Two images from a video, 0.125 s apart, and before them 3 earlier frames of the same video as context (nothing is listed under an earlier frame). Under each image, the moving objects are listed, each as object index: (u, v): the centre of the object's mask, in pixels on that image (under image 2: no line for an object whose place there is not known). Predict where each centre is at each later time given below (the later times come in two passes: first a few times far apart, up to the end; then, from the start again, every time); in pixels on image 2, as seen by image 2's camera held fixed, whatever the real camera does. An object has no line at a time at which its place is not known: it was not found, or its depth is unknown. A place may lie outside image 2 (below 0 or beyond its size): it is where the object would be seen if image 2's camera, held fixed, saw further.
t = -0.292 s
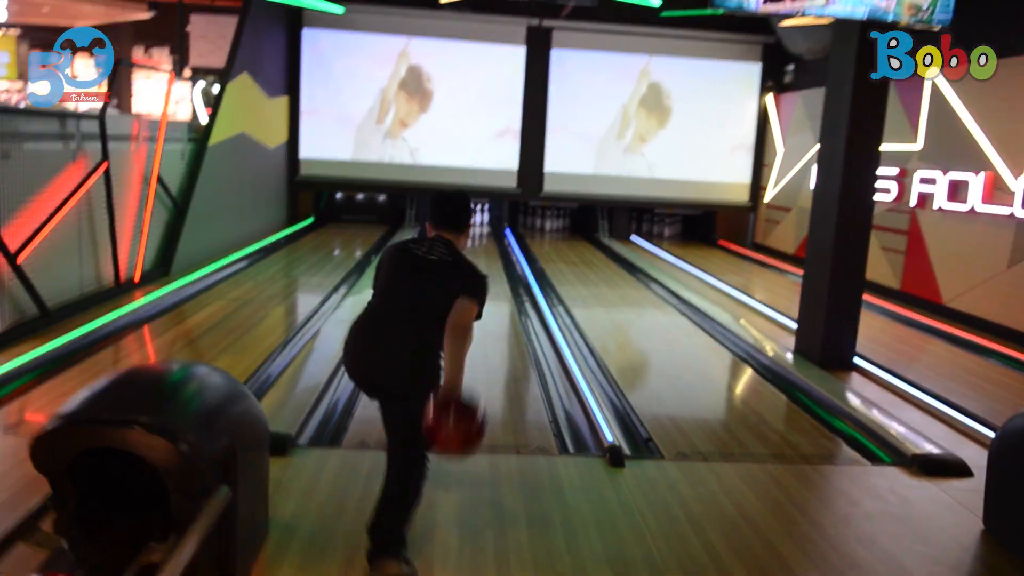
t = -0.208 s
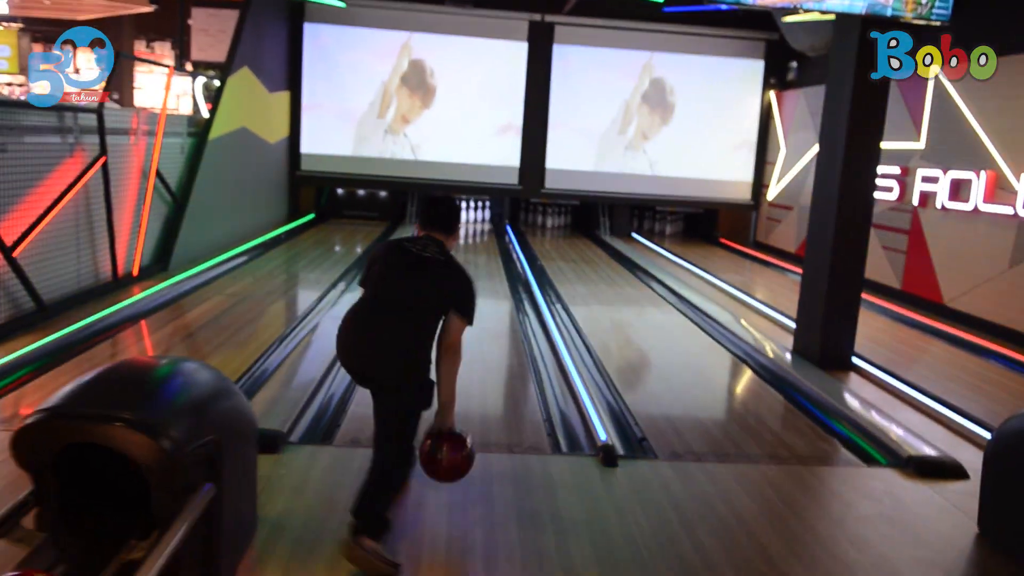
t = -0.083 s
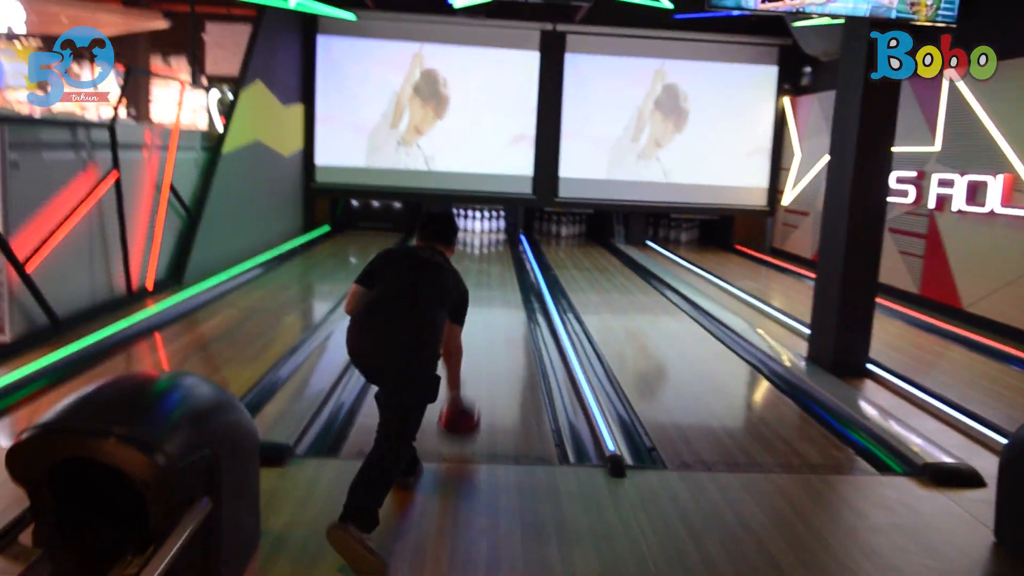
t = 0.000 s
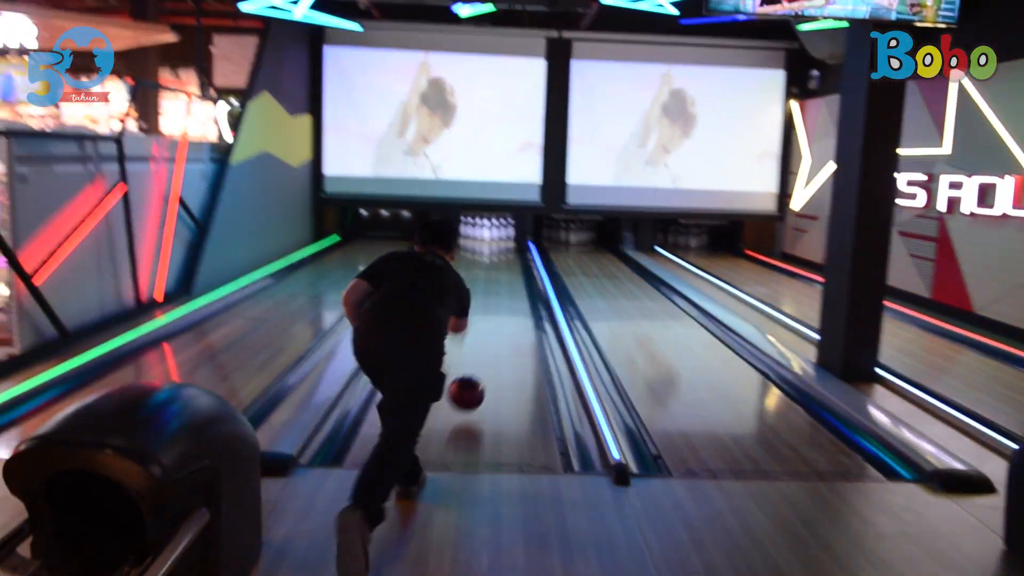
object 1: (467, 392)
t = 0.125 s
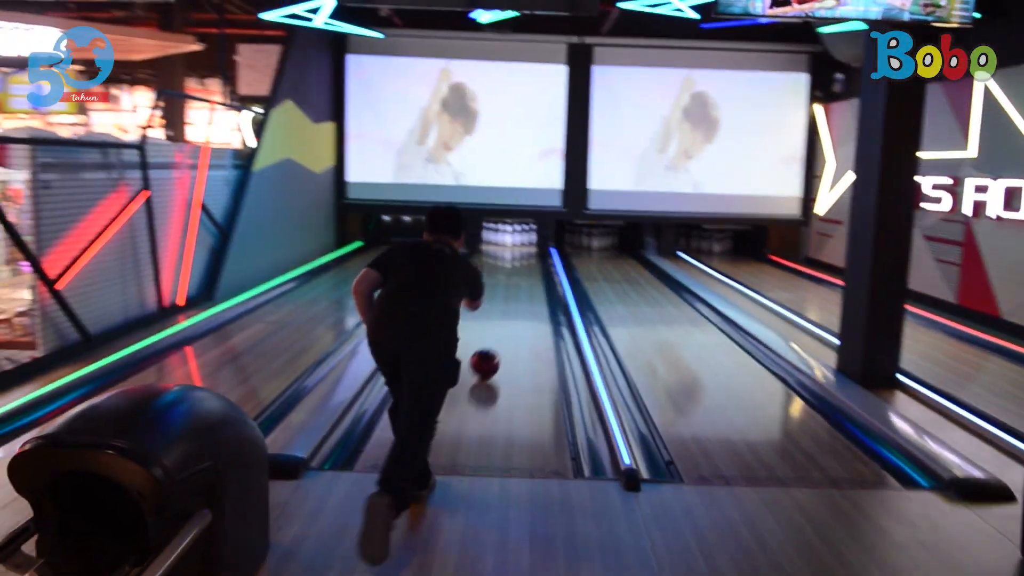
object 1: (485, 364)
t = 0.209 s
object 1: (487, 344)
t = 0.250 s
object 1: (488, 336)
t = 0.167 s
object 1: (486, 354)
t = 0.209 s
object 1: (487, 344)
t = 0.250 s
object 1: (488, 336)
